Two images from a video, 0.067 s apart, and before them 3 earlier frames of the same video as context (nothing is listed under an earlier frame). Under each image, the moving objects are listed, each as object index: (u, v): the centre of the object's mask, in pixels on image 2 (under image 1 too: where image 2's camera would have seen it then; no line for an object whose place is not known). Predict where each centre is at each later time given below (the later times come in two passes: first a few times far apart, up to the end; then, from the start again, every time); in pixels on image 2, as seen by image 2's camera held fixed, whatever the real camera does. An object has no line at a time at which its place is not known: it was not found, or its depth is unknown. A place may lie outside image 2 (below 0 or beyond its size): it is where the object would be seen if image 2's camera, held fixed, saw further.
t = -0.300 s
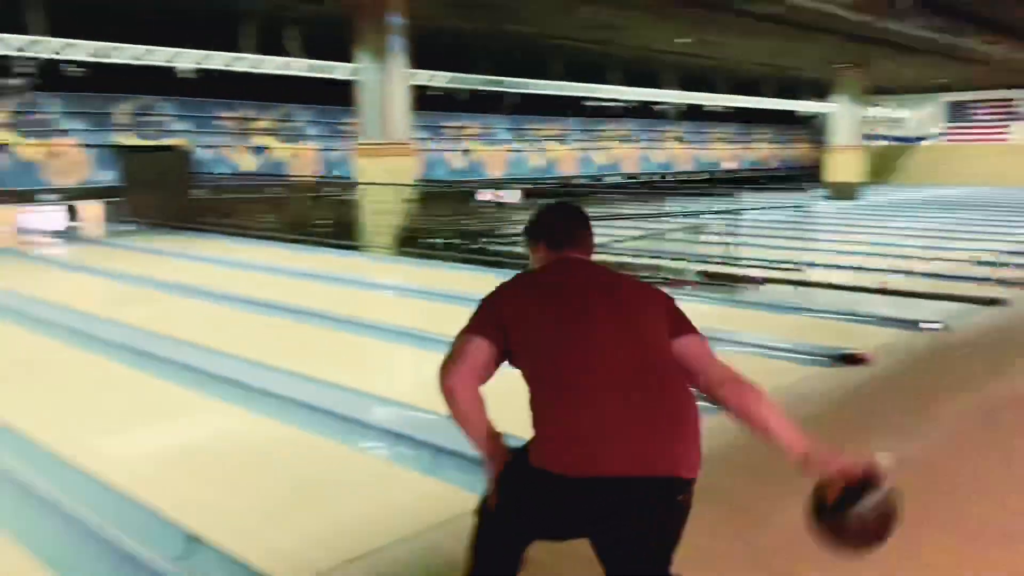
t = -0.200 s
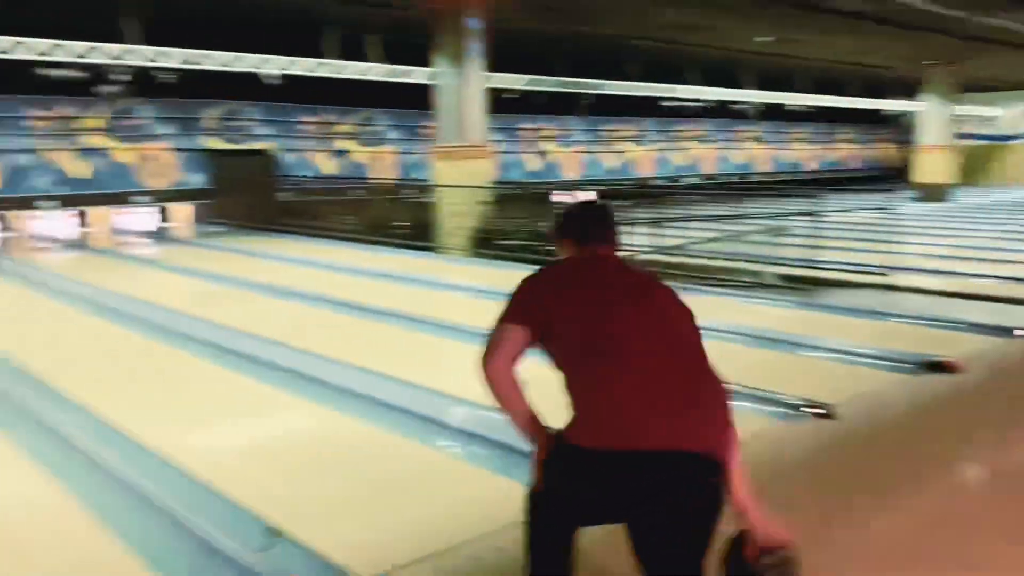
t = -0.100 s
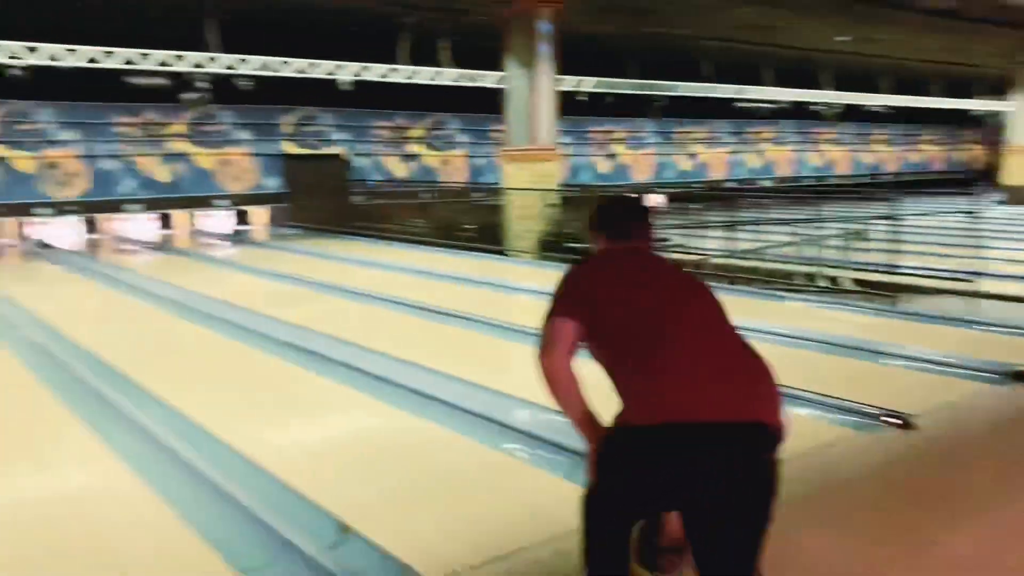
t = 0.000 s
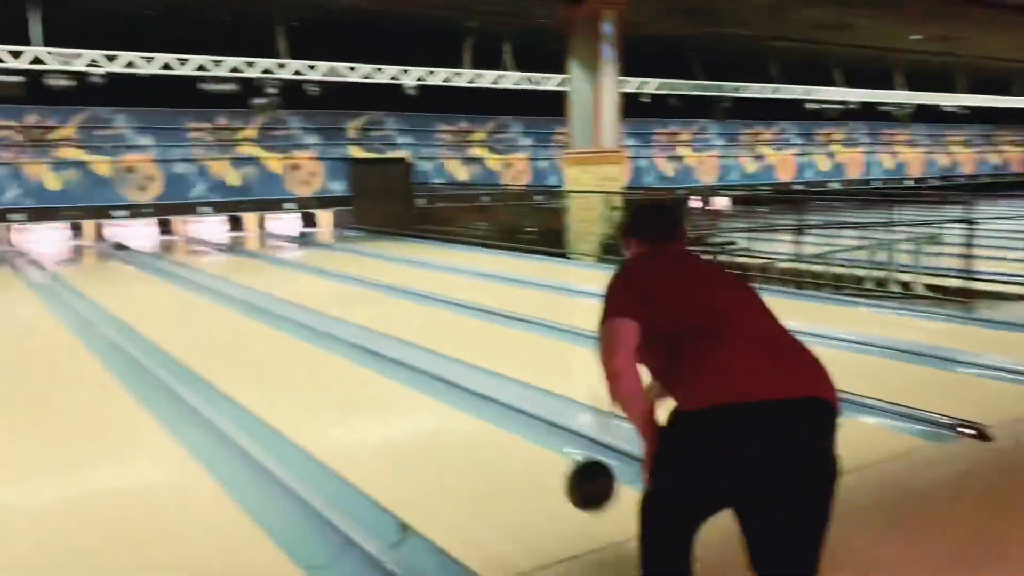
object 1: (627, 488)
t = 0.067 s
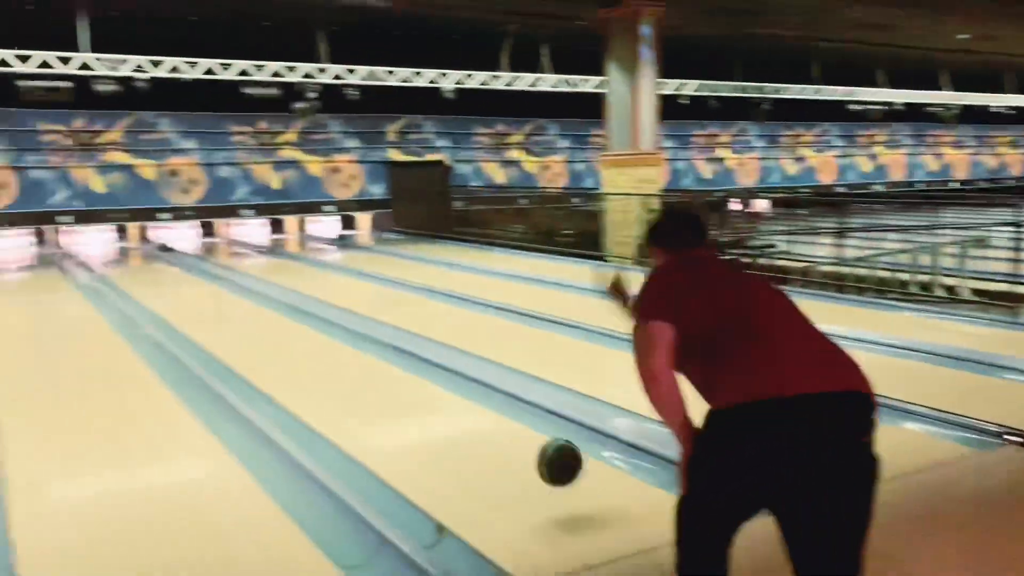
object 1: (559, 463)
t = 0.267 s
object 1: (420, 416)
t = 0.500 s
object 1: (322, 365)
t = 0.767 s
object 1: (251, 328)
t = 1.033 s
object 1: (204, 304)
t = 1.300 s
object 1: (170, 287)
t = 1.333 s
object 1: (167, 285)
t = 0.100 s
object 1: (530, 455)
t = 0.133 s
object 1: (504, 450)
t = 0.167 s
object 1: (481, 449)
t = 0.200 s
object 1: (459, 436)
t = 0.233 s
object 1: (438, 426)
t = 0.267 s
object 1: (420, 416)
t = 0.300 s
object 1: (403, 407)
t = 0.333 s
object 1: (387, 399)
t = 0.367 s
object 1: (372, 391)
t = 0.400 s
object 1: (359, 383)
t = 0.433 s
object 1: (345, 377)
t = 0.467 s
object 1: (333, 371)
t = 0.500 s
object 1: (322, 365)
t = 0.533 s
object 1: (311, 359)
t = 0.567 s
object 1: (301, 354)
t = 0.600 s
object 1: (292, 349)
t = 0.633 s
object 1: (283, 344)
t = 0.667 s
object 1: (274, 340)
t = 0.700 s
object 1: (266, 336)
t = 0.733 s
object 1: (258, 332)
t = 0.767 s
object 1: (251, 328)
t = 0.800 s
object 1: (245, 325)
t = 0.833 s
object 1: (238, 322)
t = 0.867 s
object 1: (232, 319)
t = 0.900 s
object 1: (226, 315)
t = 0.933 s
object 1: (220, 313)
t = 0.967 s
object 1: (215, 310)
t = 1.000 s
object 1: (209, 307)
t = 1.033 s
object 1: (204, 304)
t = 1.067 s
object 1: (199, 302)
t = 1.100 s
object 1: (195, 299)
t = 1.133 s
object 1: (190, 297)
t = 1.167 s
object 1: (186, 295)
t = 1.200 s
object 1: (182, 293)
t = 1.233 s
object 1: (178, 291)
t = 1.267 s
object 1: (174, 289)
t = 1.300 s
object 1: (170, 287)
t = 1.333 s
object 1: (167, 285)
